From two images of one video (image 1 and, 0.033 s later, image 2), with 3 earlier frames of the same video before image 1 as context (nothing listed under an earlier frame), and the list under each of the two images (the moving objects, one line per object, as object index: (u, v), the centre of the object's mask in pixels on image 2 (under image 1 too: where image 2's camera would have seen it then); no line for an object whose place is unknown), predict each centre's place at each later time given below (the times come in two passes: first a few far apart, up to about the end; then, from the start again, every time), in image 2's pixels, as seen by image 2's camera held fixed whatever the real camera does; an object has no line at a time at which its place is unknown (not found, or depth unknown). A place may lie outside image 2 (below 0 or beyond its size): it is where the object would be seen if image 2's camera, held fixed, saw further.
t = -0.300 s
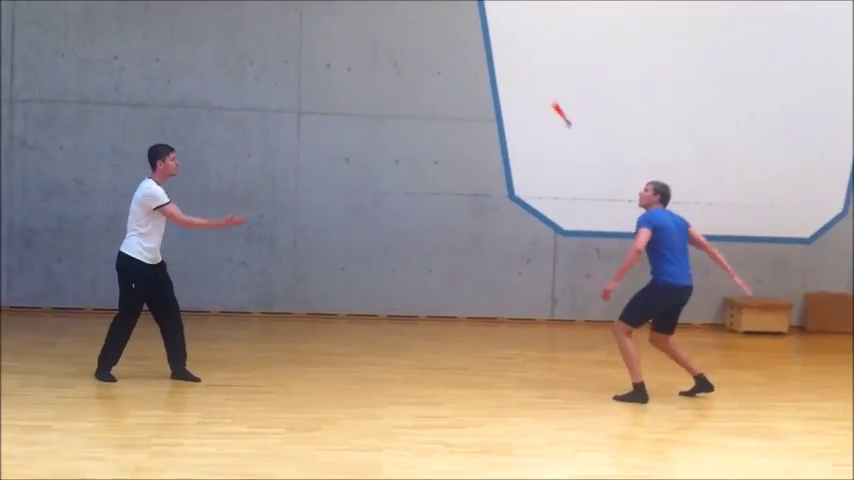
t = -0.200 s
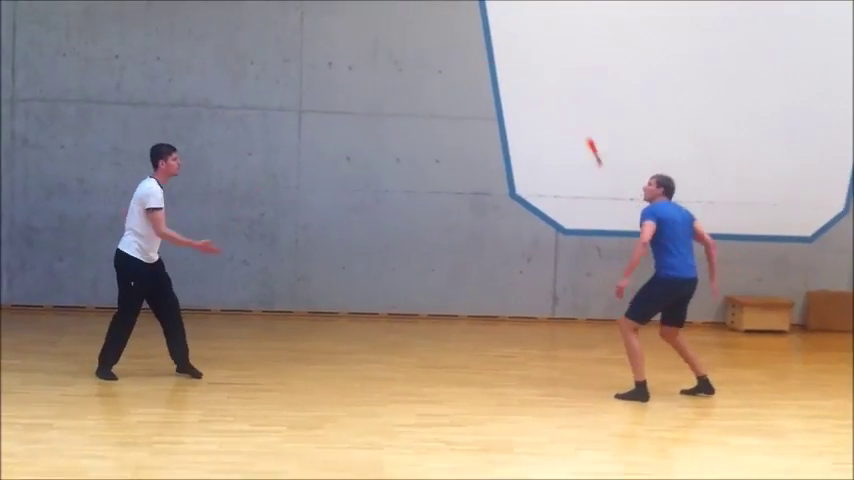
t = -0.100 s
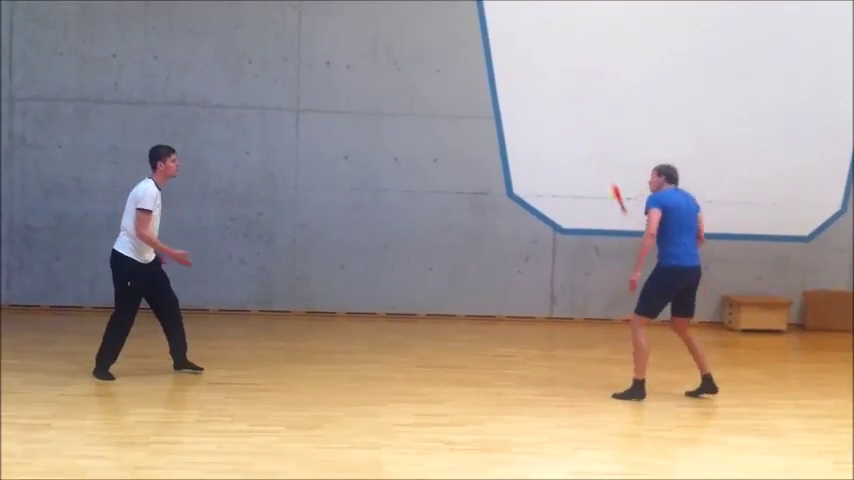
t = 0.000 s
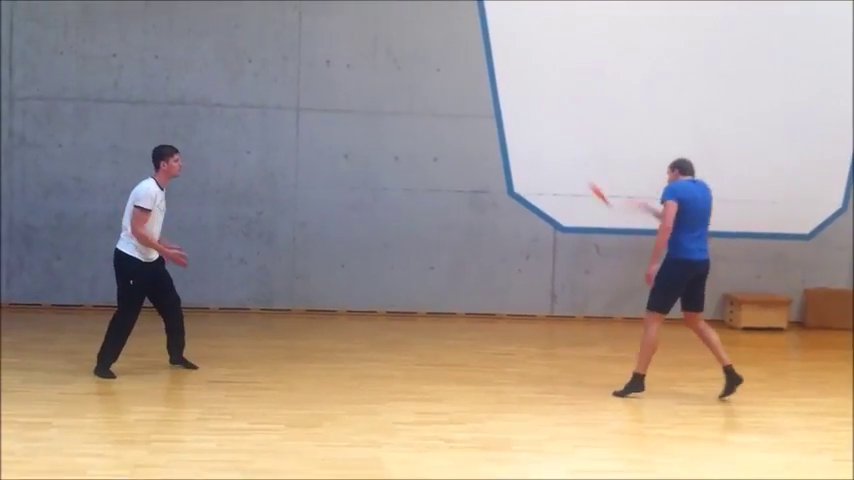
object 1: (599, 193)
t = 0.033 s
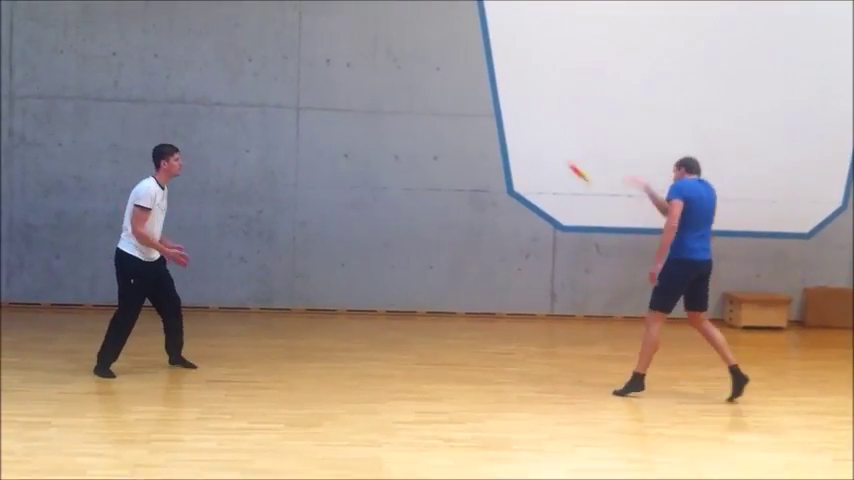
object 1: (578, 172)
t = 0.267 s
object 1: (462, 73)
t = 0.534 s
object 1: (336, 37)
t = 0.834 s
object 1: (202, 101)
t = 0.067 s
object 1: (562, 157)
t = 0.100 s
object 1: (551, 144)
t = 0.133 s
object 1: (533, 127)
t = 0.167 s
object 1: (514, 111)
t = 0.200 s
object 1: (495, 97)
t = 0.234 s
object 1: (480, 85)
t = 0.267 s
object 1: (462, 73)
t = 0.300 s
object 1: (445, 63)
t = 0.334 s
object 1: (430, 54)
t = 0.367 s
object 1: (412, 47)
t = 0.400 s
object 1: (396, 42)
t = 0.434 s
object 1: (381, 38)
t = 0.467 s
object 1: (366, 37)
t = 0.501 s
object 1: (350, 37)
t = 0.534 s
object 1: (336, 37)
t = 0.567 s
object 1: (317, 39)
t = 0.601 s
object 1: (304, 41)
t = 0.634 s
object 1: (289, 45)
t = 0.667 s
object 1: (274, 50)
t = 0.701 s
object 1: (259, 56)
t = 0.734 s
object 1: (245, 65)
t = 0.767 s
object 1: (231, 75)
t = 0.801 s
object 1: (217, 87)
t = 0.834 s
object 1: (202, 101)
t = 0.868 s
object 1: (188, 115)
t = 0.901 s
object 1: (176, 130)
